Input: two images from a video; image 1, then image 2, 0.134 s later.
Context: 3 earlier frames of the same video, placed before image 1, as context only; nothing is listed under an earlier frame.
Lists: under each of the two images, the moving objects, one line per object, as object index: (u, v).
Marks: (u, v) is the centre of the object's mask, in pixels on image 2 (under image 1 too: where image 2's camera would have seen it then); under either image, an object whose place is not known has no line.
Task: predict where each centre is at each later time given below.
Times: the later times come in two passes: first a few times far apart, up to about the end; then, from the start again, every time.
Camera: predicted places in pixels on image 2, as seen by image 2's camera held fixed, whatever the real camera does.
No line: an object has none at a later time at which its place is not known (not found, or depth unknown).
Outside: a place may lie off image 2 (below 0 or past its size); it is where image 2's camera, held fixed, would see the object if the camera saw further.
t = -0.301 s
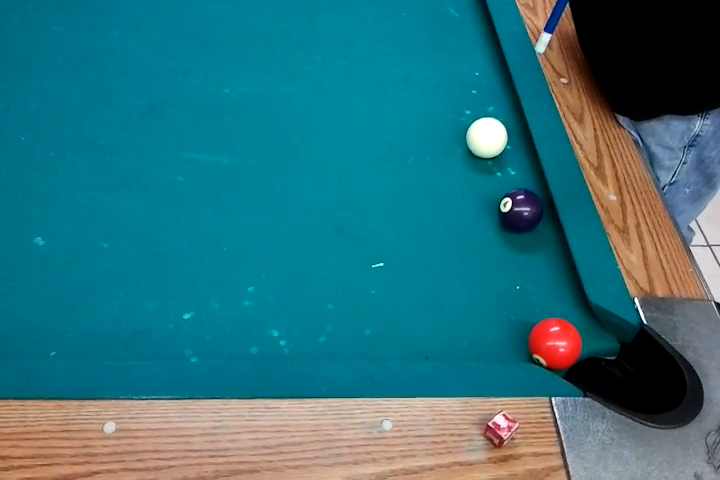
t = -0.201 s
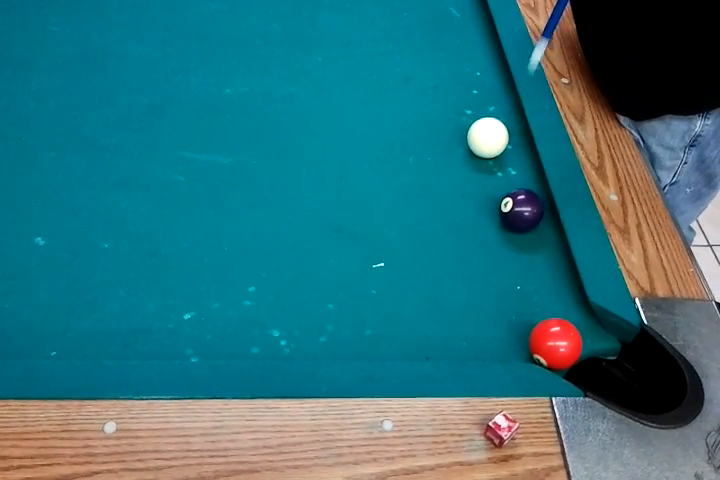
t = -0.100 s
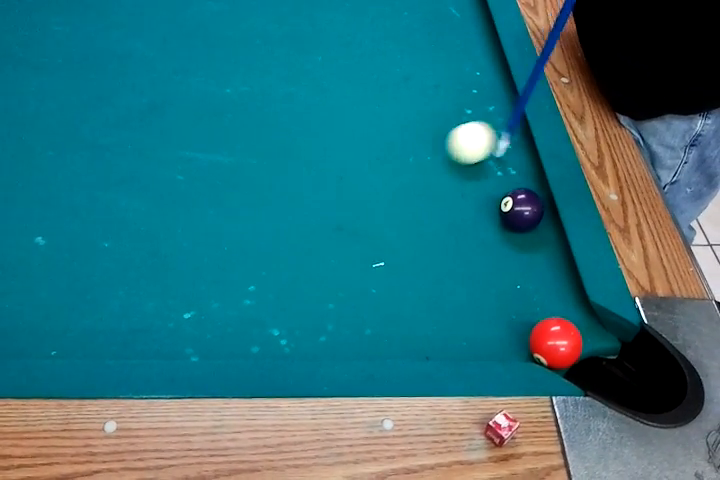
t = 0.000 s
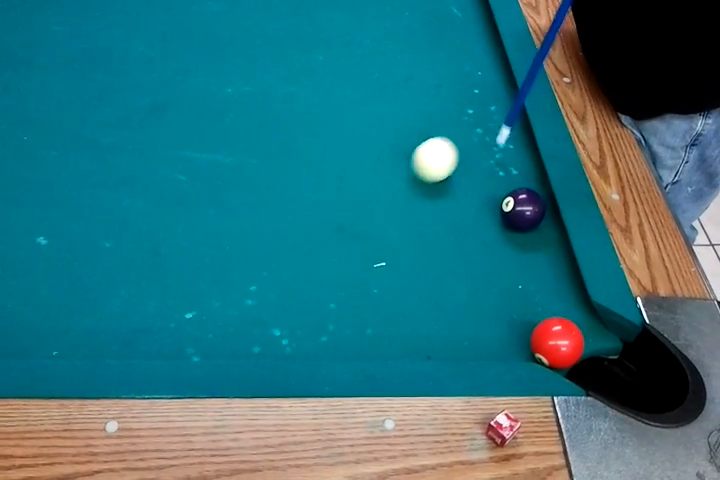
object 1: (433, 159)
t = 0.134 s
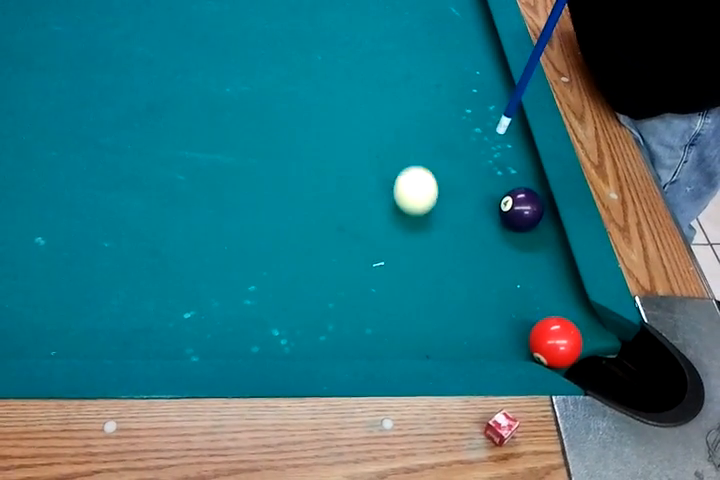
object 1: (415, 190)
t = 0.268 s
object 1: (441, 234)
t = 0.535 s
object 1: (510, 323)
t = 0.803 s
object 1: (519, 327)
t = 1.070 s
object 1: (526, 303)
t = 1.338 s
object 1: (533, 284)
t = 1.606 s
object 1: (541, 268)
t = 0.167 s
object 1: (418, 200)
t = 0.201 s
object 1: (423, 211)
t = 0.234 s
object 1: (431, 222)
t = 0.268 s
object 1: (441, 234)
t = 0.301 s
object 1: (452, 246)
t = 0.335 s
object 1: (463, 259)
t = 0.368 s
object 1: (475, 272)
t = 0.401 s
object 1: (486, 285)
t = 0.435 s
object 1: (498, 299)
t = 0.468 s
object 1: (508, 311)
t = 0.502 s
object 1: (509, 318)
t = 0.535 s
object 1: (510, 323)
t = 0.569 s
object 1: (511, 330)
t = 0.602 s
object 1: (512, 336)
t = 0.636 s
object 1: (513, 340)
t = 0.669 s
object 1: (515, 339)
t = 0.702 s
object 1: (516, 336)
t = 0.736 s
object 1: (517, 333)
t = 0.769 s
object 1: (518, 330)
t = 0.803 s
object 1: (519, 327)
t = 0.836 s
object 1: (520, 323)
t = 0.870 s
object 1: (521, 320)
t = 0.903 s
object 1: (522, 318)
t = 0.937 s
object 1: (523, 315)
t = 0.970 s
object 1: (524, 312)
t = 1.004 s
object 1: (525, 309)
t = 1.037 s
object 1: (526, 306)
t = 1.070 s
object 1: (526, 303)
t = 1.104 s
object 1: (527, 301)
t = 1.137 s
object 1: (528, 298)
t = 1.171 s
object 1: (529, 295)
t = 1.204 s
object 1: (530, 293)
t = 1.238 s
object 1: (530, 290)
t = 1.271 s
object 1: (532, 288)
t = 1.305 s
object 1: (532, 286)
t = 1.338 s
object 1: (533, 284)
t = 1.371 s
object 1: (534, 282)
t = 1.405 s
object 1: (535, 279)
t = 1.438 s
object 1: (536, 277)
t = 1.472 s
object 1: (537, 276)
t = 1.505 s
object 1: (538, 274)
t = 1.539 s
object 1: (539, 272)
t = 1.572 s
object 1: (540, 270)
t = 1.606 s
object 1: (541, 268)
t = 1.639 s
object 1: (542, 267)
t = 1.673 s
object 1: (543, 265)
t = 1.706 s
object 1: (543, 264)
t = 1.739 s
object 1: (543, 262)
